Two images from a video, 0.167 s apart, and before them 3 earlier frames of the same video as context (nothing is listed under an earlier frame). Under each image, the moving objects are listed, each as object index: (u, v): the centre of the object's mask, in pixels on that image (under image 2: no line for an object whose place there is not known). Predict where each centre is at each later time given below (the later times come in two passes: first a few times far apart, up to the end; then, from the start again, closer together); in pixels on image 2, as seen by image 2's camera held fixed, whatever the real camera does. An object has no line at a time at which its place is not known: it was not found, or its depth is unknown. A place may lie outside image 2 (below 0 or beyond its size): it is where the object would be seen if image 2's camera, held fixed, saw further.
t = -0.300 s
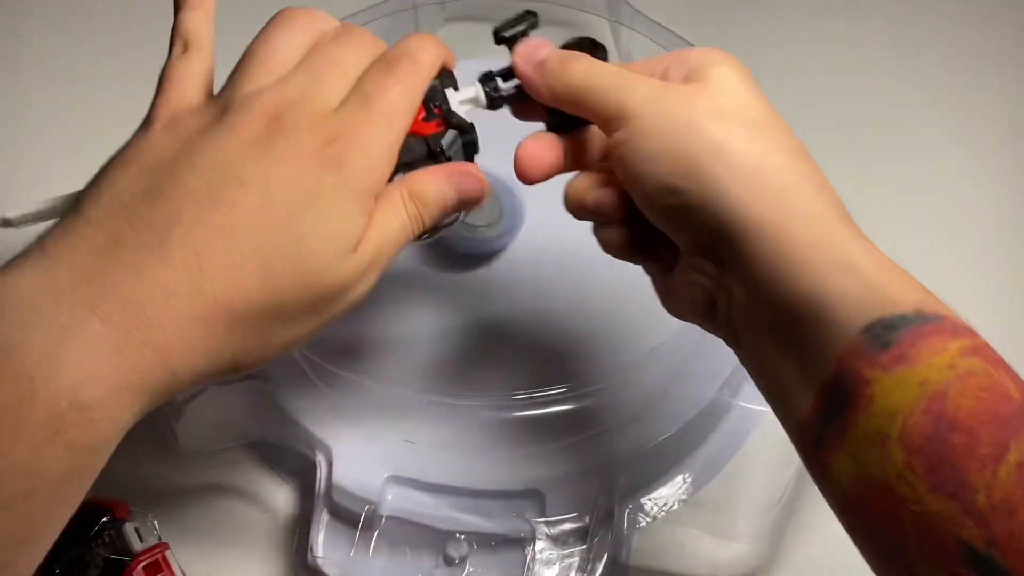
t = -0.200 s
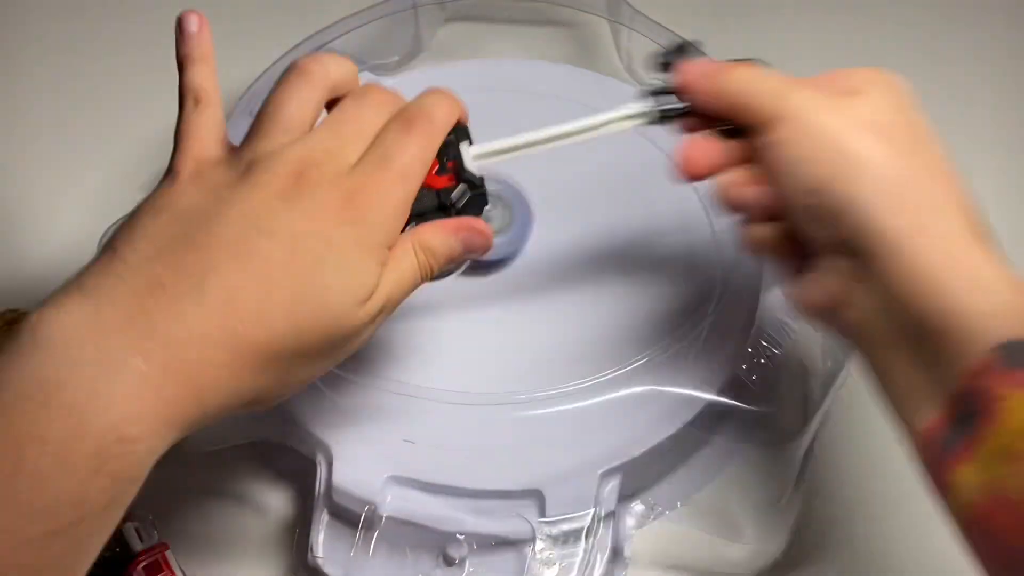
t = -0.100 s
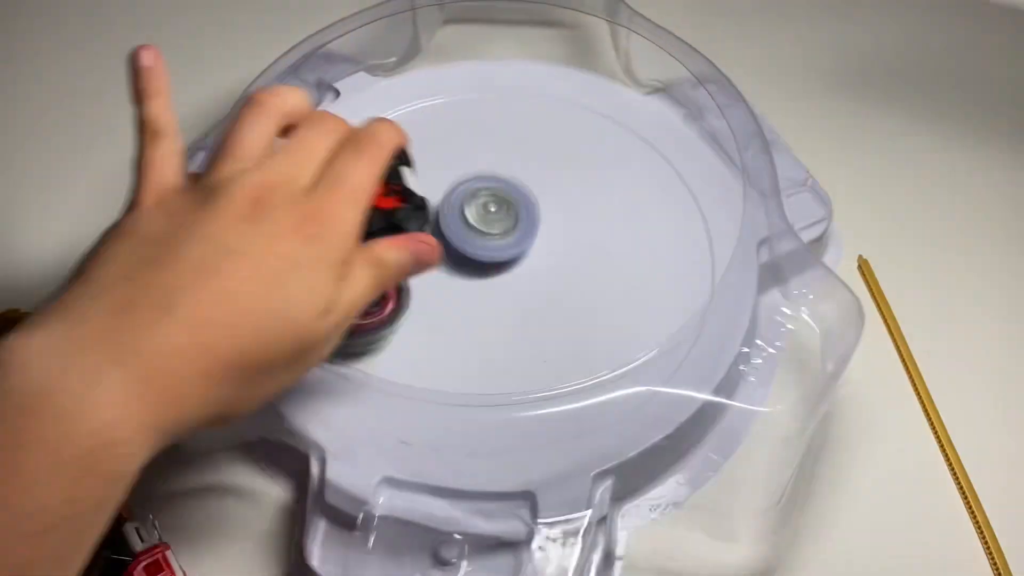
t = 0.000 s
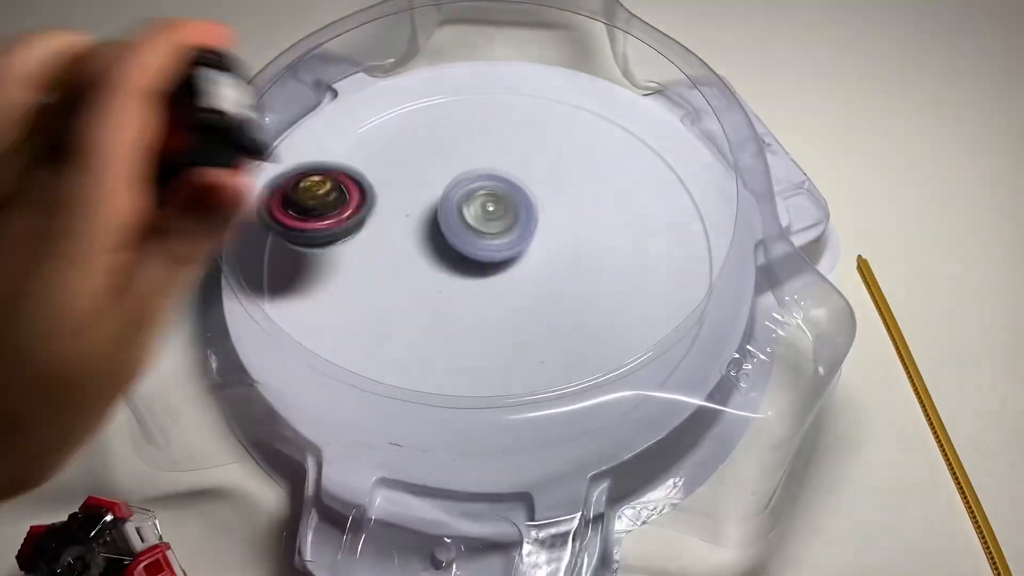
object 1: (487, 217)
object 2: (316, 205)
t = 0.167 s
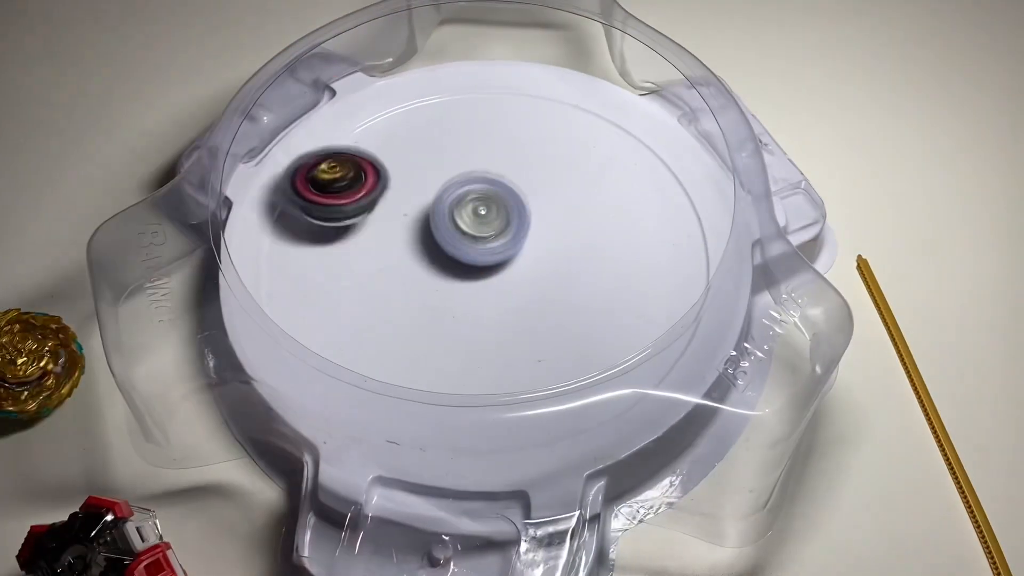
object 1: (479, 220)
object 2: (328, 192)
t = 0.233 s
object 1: (477, 224)
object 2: (360, 189)
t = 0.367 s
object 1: (569, 283)
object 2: (320, 134)
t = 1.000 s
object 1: (486, 190)
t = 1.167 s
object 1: (423, 207)
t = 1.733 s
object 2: (509, 218)
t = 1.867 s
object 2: (475, 217)
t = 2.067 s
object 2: (440, 229)
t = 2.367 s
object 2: (419, 250)
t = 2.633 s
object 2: (408, 262)
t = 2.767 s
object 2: (409, 266)
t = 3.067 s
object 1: (511, 243)
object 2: (397, 271)
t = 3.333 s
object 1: (521, 233)
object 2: (369, 282)
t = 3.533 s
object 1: (519, 228)
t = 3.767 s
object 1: (510, 221)
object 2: (408, 284)
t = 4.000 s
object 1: (505, 215)
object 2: (406, 268)
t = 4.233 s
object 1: (527, 201)
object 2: (386, 282)
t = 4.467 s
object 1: (512, 210)
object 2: (428, 277)
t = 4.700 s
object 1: (526, 204)
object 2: (422, 263)
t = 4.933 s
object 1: (527, 211)
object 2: (425, 256)
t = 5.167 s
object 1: (536, 226)
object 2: (421, 265)
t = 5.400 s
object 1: (546, 246)
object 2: (420, 261)
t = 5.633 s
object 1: (546, 258)
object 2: (427, 254)
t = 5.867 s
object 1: (542, 267)
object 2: (423, 233)
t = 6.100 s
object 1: (528, 285)
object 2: (417, 221)
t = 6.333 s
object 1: (502, 297)
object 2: (439, 224)
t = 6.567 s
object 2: (454, 216)
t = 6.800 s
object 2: (457, 219)
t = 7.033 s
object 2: (465, 222)
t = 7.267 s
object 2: (482, 218)
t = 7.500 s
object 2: (519, 209)
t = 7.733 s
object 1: (420, 266)
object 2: (520, 237)
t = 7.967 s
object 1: (416, 245)
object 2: (520, 262)
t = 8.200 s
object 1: (423, 222)
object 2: (513, 270)
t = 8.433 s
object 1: (436, 204)
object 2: (502, 279)
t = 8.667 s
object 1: (456, 196)
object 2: (491, 289)
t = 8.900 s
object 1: (477, 195)
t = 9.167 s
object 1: (497, 191)
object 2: (474, 293)
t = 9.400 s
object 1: (508, 200)
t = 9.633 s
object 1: (522, 215)
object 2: (433, 273)
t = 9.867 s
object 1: (535, 241)
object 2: (419, 259)
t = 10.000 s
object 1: (539, 253)
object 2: (421, 251)
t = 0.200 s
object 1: (479, 221)
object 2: (345, 195)
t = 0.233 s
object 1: (477, 224)
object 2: (360, 189)
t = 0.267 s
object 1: (475, 225)
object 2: (378, 194)
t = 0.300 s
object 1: (502, 244)
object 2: (363, 175)
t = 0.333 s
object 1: (537, 266)
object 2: (340, 153)
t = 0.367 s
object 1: (569, 283)
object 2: (320, 134)
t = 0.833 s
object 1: (589, 214)
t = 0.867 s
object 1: (567, 206)
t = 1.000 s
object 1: (486, 190)
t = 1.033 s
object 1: (469, 191)
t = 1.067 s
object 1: (452, 192)
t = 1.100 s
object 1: (440, 196)
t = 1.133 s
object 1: (429, 201)
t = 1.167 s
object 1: (423, 207)
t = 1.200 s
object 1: (420, 215)
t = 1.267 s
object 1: (412, 228)
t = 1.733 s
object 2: (509, 218)
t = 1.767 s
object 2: (500, 218)
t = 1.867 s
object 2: (475, 217)
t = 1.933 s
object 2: (460, 218)
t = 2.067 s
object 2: (440, 229)
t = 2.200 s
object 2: (429, 244)
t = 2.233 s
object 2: (429, 247)
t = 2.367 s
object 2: (419, 250)
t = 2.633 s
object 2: (408, 262)
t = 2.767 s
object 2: (409, 266)
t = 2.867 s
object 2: (403, 268)
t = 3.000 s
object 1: (513, 245)
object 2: (400, 269)
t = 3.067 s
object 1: (511, 243)
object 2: (397, 271)
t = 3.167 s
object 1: (508, 242)
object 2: (394, 274)
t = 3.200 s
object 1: (507, 241)
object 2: (393, 274)
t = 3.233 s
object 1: (504, 241)
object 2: (393, 275)
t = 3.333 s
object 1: (521, 233)
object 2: (369, 282)
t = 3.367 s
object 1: (526, 231)
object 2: (364, 284)
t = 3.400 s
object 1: (527, 231)
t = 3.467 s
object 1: (525, 229)
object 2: (370, 291)
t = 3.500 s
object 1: (522, 229)
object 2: (377, 292)
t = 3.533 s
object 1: (519, 228)
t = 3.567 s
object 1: (516, 228)
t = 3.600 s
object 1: (512, 228)
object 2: (397, 294)
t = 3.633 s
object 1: (508, 229)
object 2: (404, 293)
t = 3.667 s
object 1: (505, 228)
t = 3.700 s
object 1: (506, 226)
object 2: (411, 288)
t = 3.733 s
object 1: (509, 223)
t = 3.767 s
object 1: (510, 221)
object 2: (408, 284)
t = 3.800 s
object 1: (508, 221)
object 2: (410, 281)
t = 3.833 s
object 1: (506, 221)
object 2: (412, 277)
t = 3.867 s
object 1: (508, 218)
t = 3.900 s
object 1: (510, 217)
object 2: (405, 274)
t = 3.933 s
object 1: (508, 216)
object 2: (404, 272)
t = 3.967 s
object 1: (507, 215)
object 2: (404, 270)
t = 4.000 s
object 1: (505, 215)
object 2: (406, 268)
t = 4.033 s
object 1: (505, 214)
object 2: (405, 267)
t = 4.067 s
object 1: (515, 209)
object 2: (392, 272)
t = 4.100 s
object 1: (522, 205)
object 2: (384, 274)
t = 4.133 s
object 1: (526, 202)
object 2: (380, 276)
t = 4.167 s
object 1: (527, 200)
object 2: (380, 278)
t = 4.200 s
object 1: (528, 200)
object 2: (382, 280)
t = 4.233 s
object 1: (527, 201)
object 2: (386, 282)
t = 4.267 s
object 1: (525, 201)
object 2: (391, 284)
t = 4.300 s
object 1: (523, 201)
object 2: (398, 285)
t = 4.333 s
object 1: (521, 202)
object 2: (404, 286)
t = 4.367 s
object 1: (519, 204)
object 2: (411, 285)
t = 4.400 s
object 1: (517, 206)
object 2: (416, 283)
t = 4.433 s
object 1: (515, 208)
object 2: (423, 280)
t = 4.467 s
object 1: (512, 210)
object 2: (428, 277)
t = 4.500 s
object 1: (518, 207)
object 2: (425, 276)
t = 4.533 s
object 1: (524, 204)
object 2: (420, 277)
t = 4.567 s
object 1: (527, 203)
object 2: (417, 275)
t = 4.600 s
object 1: (528, 203)
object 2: (417, 272)
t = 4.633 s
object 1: (528, 203)
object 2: (418, 269)
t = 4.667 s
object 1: (527, 204)
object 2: (421, 266)
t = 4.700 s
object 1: (526, 204)
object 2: (422, 263)
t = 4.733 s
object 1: (524, 205)
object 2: (426, 260)
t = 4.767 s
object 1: (525, 206)
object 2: (427, 259)
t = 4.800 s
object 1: (528, 206)
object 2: (424, 259)
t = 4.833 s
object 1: (529, 207)
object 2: (422, 258)
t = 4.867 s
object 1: (528, 208)
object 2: (423, 257)
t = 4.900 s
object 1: (527, 210)
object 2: (424, 256)
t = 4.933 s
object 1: (527, 211)
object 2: (425, 256)
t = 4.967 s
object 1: (534, 211)
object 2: (419, 258)
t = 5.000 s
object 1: (538, 212)
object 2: (415, 259)
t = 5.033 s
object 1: (540, 214)
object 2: (413, 260)
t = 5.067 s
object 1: (540, 216)
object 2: (413, 261)
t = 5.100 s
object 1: (540, 219)
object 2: (415, 263)
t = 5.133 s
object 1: (538, 222)
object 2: (418, 264)
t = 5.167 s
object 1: (536, 226)
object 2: (421, 265)
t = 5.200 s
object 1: (534, 229)
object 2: (424, 265)
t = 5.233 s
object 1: (534, 233)
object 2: (425, 265)
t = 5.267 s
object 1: (540, 236)
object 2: (420, 264)
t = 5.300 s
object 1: (543, 239)
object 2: (416, 264)
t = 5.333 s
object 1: (545, 241)
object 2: (415, 262)
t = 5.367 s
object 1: (546, 244)
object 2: (417, 261)
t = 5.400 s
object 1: (546, 246)
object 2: (420, 261)
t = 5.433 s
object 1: (545, 249)
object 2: (424, 262)
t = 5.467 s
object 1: (543, 251)
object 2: (428, 263)
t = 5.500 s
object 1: (542, 253)
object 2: (428, 264)
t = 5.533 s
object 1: (545, 255)
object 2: (424, 262)
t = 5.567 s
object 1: (546, 256)
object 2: (424, 260)
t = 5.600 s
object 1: (546, 257)
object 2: (425, 257)
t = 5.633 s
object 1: (546, 258)
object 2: (427, 254)
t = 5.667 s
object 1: (544, 259)
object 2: (430, 252)
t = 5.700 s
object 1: (542, 260)
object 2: (433, 248)
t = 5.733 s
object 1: (545, 262)
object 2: (430, 244)
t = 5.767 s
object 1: (546, 264)
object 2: (426, 240)
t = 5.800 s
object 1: (546, 265)
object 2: (424, 236)
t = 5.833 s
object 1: (545, 266)
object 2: (423, 235)
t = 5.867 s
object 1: (542, 267)
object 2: (423, 233)
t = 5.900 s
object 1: (539, 268)
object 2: (425, 232)
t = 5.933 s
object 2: (426, 233)
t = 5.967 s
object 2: (427, 233)
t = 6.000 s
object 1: (525, 271)
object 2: (428, 234)
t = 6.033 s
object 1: (528, 277)
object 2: (423, 228)
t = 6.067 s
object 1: (529, 281)
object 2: (419, 224)
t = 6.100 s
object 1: (528, 285)
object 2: (417, 221)
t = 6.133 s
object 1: (526, 287)
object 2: (417, 219)
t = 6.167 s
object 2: (418, 218)
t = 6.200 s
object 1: (519, 291)
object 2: (421, 218)
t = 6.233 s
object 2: (425, 219)
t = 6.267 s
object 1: (510, 294)
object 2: (429, 220)
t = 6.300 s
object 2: (434, 222)
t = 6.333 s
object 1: (502, 297)
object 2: (439, 224)
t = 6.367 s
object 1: (499, 298)
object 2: (444, 226)
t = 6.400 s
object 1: (496, 302)
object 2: (448, 226)
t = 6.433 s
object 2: (449, 222)
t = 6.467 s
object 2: (451, 219)
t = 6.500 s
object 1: (492, 315)
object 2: (453, 217)
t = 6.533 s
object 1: (491, 316)
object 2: (454, 216)
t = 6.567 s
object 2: (454, 216)
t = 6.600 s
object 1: (486, 317)
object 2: (454, 215)
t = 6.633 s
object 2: (454, 215)
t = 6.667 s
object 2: (454, 216)
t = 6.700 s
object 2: (455, 216)
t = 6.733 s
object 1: (477, 315)
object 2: (455, 217)
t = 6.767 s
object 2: (456, 218)
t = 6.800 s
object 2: (457, 219)
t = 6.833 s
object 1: (469, 312)
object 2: (457, 219)
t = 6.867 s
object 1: (466, 311)
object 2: (458, 220)
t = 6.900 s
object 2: (459, 221)
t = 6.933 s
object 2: (460, 222)
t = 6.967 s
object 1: (457, 308)
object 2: (461, 223)
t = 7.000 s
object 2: (463, 224)
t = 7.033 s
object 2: (465, 222)
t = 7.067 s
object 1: (447, 308)
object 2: (468, 220)
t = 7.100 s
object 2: (470, 219)
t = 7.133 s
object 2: (472, 219)
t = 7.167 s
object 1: (440, 304)
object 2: (475, 218)
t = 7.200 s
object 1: (438, 301)
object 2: (476, 218)
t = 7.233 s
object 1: (436, 298)
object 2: (479, 218)
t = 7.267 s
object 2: (482, 218)
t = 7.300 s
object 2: (485, 219)
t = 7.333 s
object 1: (425, 296)
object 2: (493, 215)
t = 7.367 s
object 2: (500, 211)
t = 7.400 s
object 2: (506, 208)
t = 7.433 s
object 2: (512, 206)
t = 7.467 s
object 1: (413, 294)
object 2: (517, 207)
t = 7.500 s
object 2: (519, 209)
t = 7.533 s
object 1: (414, 288)
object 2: (521, 210)
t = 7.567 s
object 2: (522, 213)
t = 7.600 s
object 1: (416, 281)
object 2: (523, 217)
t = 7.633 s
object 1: (417, 278)
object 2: (523, 221)
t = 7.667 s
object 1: (418, 274)
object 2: (521, 226)
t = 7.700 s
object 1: (419, 270)
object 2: (521, 231)
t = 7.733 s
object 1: (420, 266)
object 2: (520, 237)
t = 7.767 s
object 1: (419, 262)
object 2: (520, 242)
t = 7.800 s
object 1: (417, 259)
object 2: (522, 246)
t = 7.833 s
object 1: (416, 256)
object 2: (523, 250)
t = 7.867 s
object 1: (416, 253)
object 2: (522, 254)
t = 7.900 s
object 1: (416, 251)
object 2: (522, 256)
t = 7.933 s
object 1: (417, 249)
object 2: (523, 256)
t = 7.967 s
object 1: (416, 245)
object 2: (520, 262)
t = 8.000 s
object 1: (417, 242)
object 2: (519, 265)
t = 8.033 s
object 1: (416, 238)
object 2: (519, 267)
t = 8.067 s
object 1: (416, 236)
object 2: (519, 269)
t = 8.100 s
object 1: (418, 232)
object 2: (517, 270)
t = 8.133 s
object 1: (420, 229)
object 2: (517, 267)
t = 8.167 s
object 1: (421, 227)
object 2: (514, 270)
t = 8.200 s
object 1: (423, 222)
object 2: (513, 270)
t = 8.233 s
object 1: (424, 219)
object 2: (512, 271)
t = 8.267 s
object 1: (425, 216)
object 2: (512, 272)
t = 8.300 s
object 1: (427, 214)
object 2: (512, 273)
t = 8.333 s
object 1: (429, 211)
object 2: (509, 274)
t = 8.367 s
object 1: (432, 209)
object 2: (506, 276)
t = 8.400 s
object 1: (435, 207)
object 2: (503, 277)
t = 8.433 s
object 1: (436, 204)
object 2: (502, 279)
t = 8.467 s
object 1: (438, 202)
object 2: (501, 282)
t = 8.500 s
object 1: (441, 200)
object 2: (498, 287)
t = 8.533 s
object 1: (443, 198)
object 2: (497, 286)
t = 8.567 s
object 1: (446, 197)
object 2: (495, 287)
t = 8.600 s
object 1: (450, 196)
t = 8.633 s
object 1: (453, 196)
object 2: (492, 288)
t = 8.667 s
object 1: (456, 196)
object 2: (491, 289)
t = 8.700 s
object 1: (460, 196)
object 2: (489, 289)
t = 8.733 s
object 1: (462, 195)
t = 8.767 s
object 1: (466, 195)
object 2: (488, 289)
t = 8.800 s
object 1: (469, 195)
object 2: (488, 289)
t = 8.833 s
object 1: (471, 196)
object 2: (487, 289)
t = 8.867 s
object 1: (474, 195)
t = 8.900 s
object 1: (477, 195)
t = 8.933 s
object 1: (479, 195)
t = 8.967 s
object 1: (481, 195)
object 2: (485, 287)
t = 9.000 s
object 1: (484, 195)
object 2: (484, 286)
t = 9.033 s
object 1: (486, 196)
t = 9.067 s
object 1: (488, 196)
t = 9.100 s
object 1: (491, 193)
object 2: (480, 289)
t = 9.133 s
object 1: (494, 191)
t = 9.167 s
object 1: (497, 191)
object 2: (474, 293)
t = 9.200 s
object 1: (499, 191)
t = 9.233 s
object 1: (501, 191)
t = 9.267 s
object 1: (502, 192)
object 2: (469, 290)
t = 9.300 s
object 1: (504, 194)
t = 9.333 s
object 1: (506, 196)
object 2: (461, 289)
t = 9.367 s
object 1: (507, 198)
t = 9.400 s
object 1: (508, 200)
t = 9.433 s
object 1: (509, 202)
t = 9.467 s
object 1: (511, 204)
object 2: (453, 280)
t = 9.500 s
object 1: (513, 206)
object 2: (447, 280)
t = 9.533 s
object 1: (515, 208)
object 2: (443, 278)
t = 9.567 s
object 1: (516, 210)
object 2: (440, 276)
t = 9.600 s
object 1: (519, 213)
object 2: (435, 275)
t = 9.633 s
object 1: (522, 215)
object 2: (433, 273)
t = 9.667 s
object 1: (523, 218)
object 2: (431, 270)
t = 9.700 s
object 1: (523, 221)
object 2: (430, 268)
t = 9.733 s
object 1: (527, 225)
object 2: (428, 266)
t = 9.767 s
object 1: (527, 230)
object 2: (426, 265)
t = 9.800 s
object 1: (528, 234)
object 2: (425, 263)
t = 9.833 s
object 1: (531, 238)
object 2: (423, 261)
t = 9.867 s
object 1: (535, 241)
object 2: (419, 259)
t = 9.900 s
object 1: (537, 245)
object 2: (418, 257)
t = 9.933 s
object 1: (538, 247)
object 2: (418, 255)
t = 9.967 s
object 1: (539, 251)
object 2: (419, 253)
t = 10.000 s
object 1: (539, 253)
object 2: (421, 251)
